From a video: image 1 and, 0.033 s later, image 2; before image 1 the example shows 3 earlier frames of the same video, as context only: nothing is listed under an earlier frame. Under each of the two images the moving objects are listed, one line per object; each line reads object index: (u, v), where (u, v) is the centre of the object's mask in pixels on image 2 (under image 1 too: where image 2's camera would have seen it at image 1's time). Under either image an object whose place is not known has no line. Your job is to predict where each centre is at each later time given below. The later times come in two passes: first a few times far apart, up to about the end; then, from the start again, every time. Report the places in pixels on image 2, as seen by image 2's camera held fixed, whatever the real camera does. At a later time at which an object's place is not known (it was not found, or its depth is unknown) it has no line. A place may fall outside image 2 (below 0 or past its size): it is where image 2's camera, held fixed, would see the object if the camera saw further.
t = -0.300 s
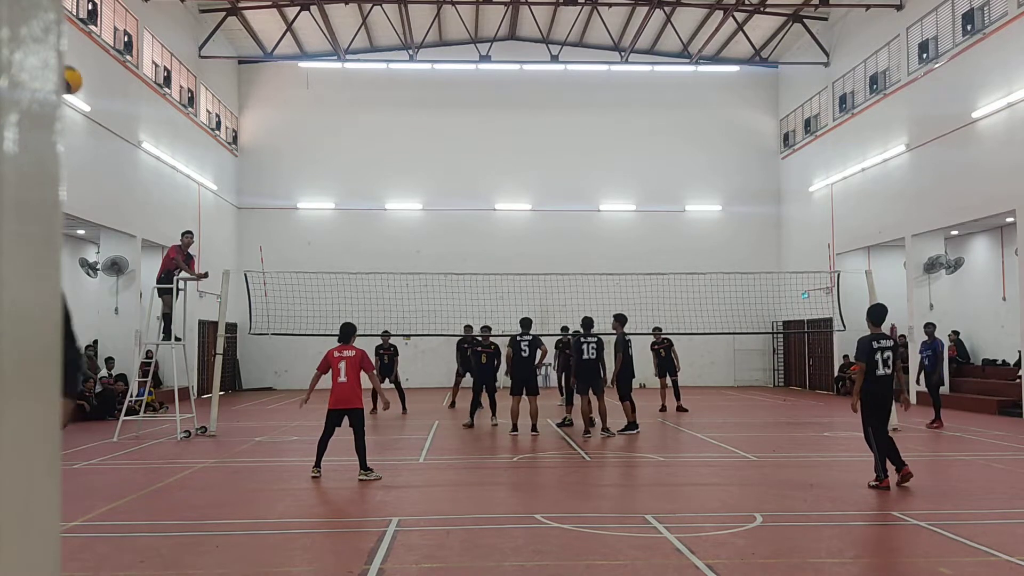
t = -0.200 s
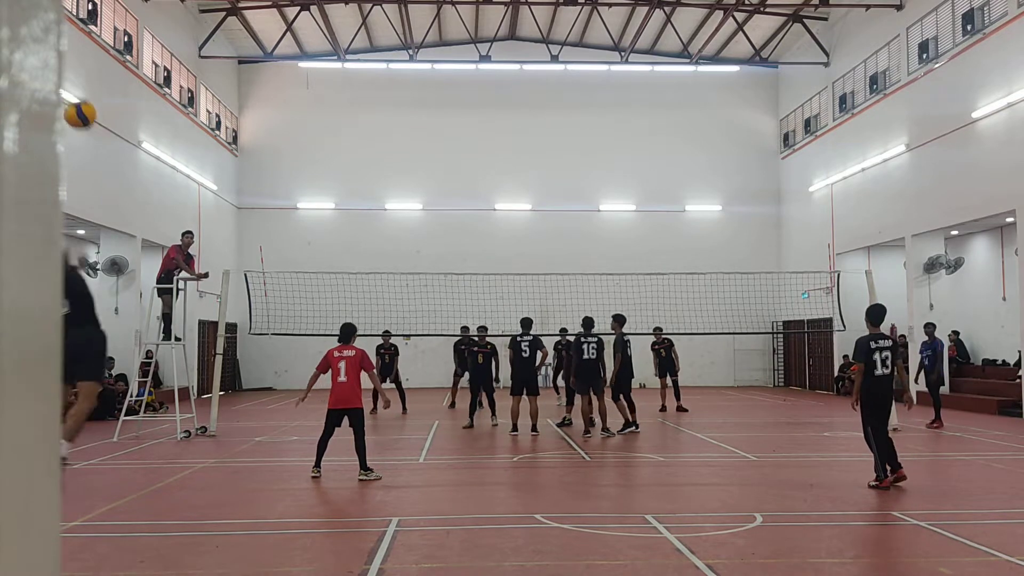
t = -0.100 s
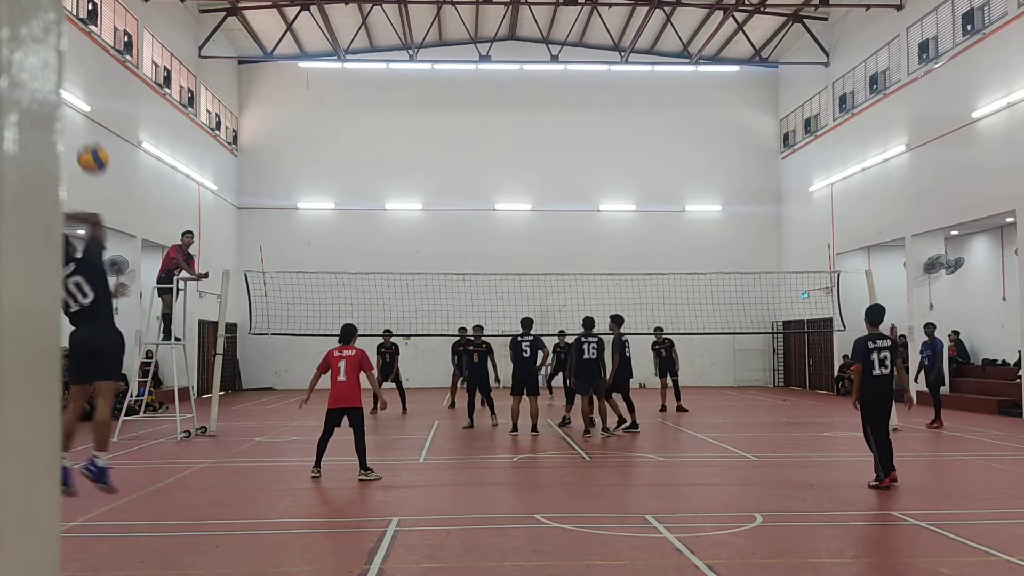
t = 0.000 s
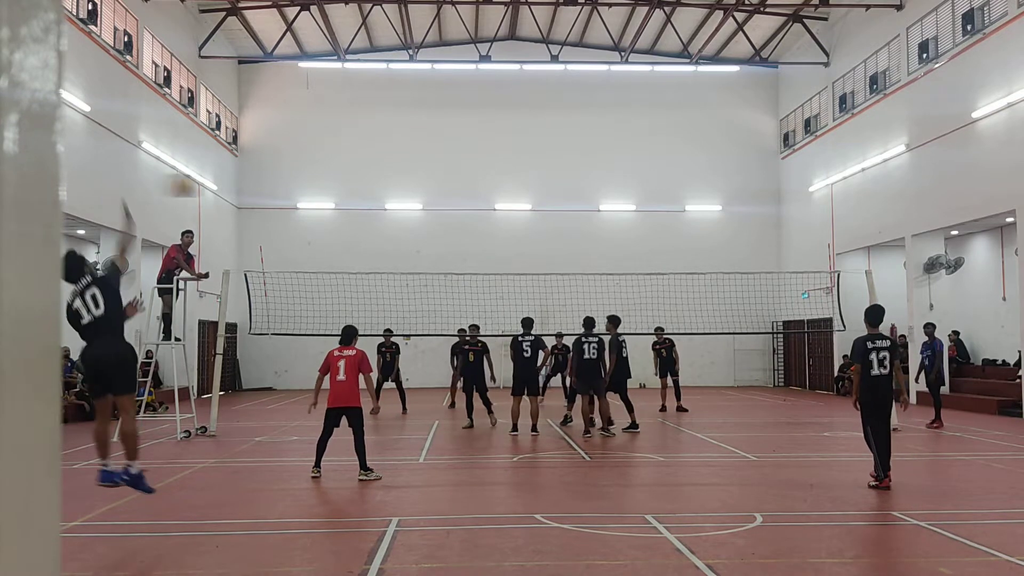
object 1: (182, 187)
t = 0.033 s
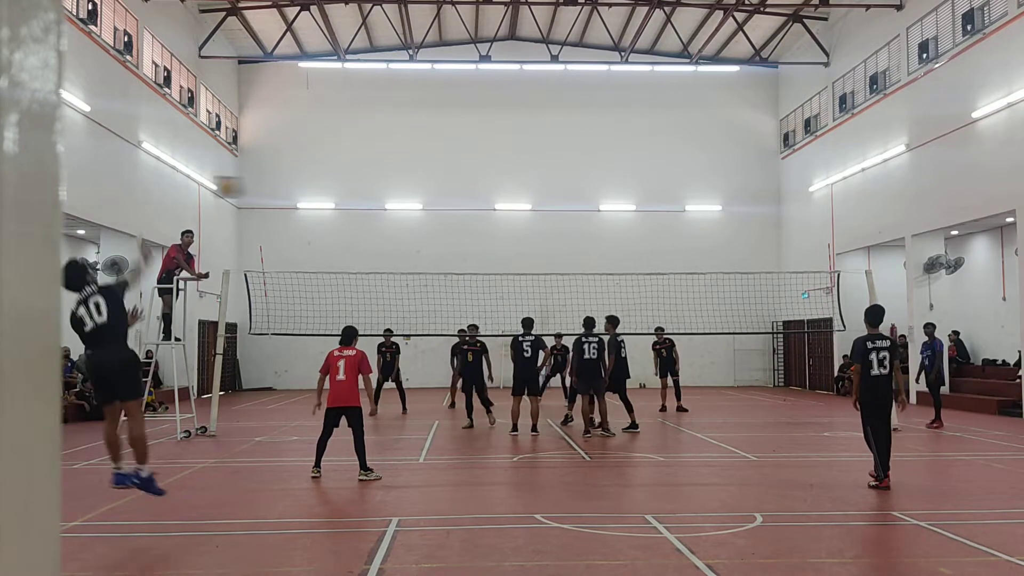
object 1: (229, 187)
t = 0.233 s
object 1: (391, 211)
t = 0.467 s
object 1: (482, 255)
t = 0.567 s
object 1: (505, 278)
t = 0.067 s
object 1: (263, 190)
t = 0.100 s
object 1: (295, 192)
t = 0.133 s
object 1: (325, 195)
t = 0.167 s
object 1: (349, 199)
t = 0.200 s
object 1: (372, 205)
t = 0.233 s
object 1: (391, 211)
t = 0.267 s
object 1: (408, 216)
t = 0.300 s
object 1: (424, 221)
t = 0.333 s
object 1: (438, 227)
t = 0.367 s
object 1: (450, 234)
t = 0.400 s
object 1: (462, 241)
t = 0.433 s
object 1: (473, 248)
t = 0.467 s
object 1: (482, 255)
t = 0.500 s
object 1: (490, 262)
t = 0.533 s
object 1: (499, 269)
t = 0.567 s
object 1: (505, 278)
